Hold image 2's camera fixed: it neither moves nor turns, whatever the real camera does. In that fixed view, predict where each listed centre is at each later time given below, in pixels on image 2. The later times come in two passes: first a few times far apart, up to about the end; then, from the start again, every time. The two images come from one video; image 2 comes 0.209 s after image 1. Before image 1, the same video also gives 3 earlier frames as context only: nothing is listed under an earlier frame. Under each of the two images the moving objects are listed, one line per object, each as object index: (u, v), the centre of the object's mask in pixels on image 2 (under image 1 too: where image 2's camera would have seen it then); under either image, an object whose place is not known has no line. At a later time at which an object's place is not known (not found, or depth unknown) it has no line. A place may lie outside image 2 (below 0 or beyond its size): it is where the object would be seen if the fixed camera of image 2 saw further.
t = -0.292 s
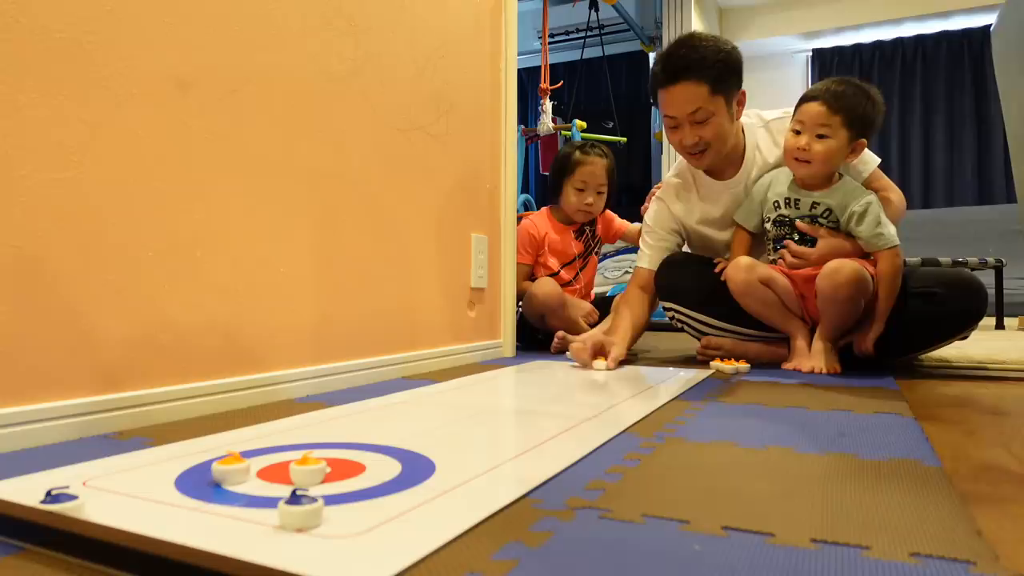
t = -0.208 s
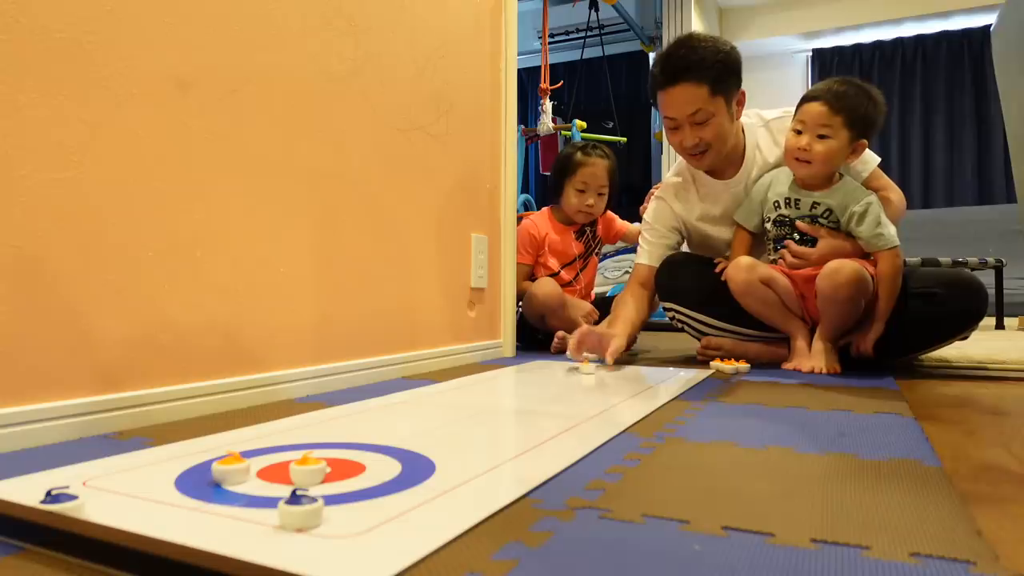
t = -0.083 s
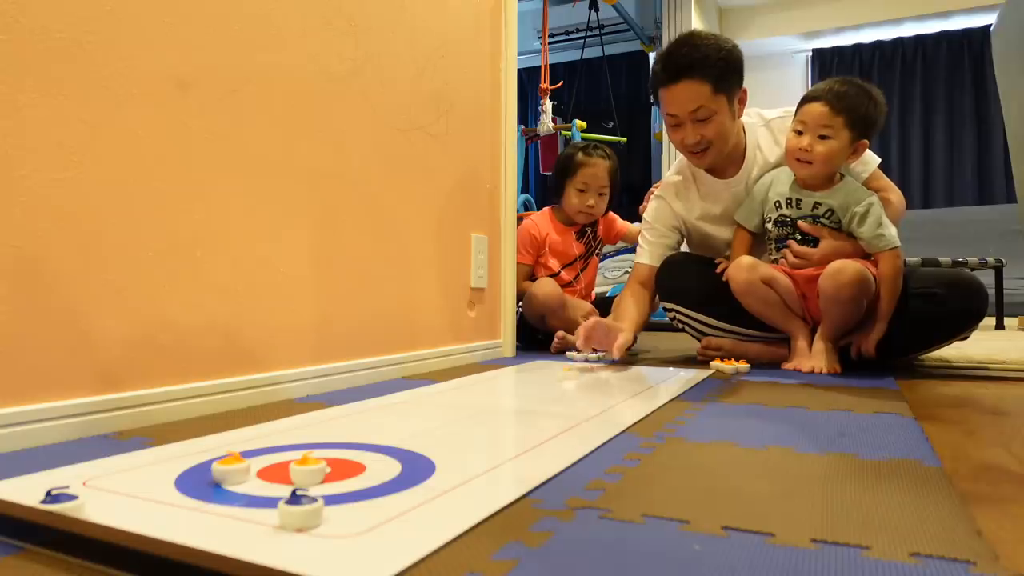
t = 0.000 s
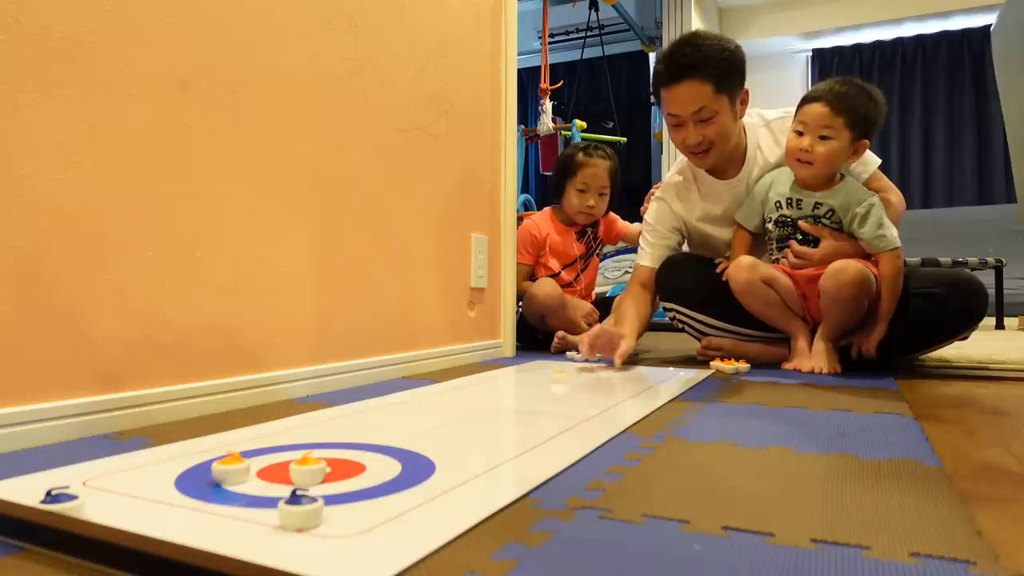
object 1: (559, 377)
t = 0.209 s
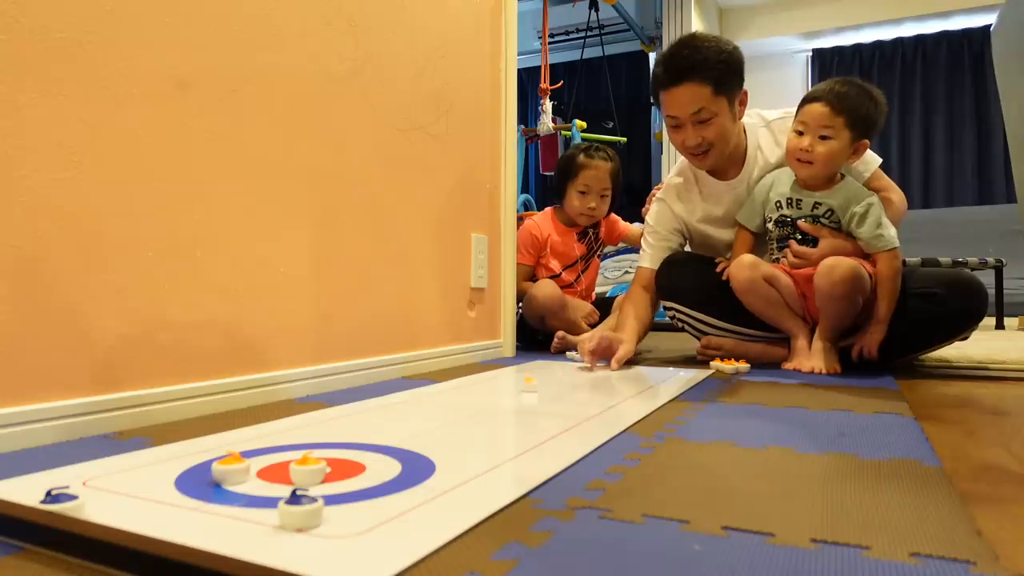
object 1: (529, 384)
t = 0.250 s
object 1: (522, 386)
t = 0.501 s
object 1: (484, 397)
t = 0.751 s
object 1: (446, 408)
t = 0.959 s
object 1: (419, 415)
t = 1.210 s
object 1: (395, 423)
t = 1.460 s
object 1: (384, 427)
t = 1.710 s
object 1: (383, 427)
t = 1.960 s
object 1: (383, 427)
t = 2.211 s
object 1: (383, 427)
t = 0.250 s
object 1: (522, 386)
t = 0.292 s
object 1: (517, 388)
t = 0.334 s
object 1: (510, 390)
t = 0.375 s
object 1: (502, 392)
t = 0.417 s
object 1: (496, 394)
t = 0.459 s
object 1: (490, 396)
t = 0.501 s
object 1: (484, 397)
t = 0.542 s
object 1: (478, 399)
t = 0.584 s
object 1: (471, 401)
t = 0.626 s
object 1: (466, 402)
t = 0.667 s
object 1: (458, 405)
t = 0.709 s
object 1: (452, 407)
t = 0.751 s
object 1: (446, 408)
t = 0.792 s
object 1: (440, 410)
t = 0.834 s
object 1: (435, 411)
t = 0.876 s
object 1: (430, 413)
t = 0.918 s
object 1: (424, 413)
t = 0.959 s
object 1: (419, 415)
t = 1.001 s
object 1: (414, 416)
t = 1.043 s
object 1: (410, 418)
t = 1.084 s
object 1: (406, 419)
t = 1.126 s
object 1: (402, 420)
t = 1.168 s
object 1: (398, 422)
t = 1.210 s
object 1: (395, 423)
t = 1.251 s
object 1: (392, 424)
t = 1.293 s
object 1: (389, 425)
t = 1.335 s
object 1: (387, 425)
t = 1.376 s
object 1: (386, 426)
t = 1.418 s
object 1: (385, 426)
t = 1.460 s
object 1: (384, 427)
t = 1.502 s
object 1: (383, 427)
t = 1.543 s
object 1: (383, 427)
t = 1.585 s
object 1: (383, 427)
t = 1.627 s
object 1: (383, 427)
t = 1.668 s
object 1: (383, 427)
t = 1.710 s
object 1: (383, 427)
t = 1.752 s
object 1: (383, 427)
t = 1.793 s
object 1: (383, 427)
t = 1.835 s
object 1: (383, 427)
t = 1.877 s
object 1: (383, 427)
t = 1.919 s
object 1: (383, 427)
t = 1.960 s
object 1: (383, 427)
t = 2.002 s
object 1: (383, 427)
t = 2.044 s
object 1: (383, 427)
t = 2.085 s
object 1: (383, 427)
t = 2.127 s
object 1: (383, 427)
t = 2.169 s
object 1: (383, 427)
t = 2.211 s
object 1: (383, 427)
